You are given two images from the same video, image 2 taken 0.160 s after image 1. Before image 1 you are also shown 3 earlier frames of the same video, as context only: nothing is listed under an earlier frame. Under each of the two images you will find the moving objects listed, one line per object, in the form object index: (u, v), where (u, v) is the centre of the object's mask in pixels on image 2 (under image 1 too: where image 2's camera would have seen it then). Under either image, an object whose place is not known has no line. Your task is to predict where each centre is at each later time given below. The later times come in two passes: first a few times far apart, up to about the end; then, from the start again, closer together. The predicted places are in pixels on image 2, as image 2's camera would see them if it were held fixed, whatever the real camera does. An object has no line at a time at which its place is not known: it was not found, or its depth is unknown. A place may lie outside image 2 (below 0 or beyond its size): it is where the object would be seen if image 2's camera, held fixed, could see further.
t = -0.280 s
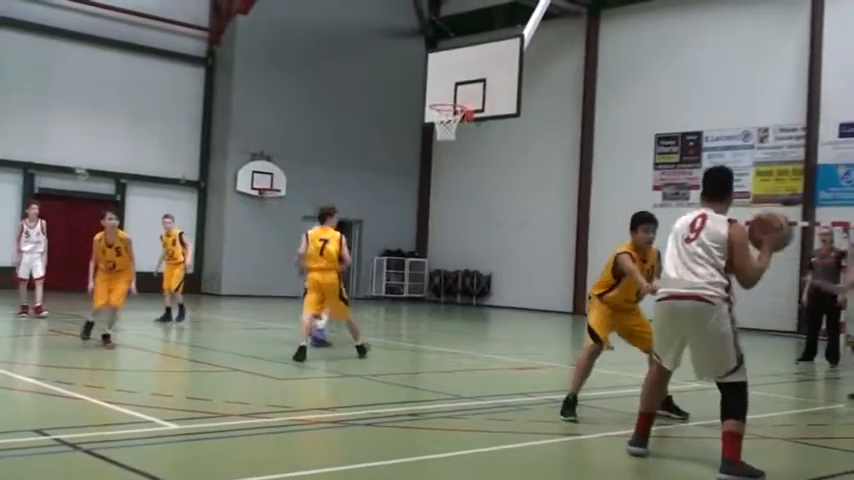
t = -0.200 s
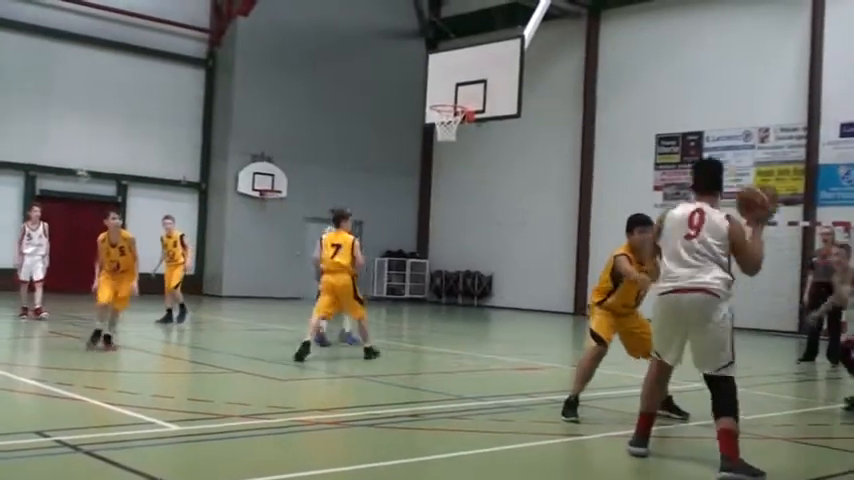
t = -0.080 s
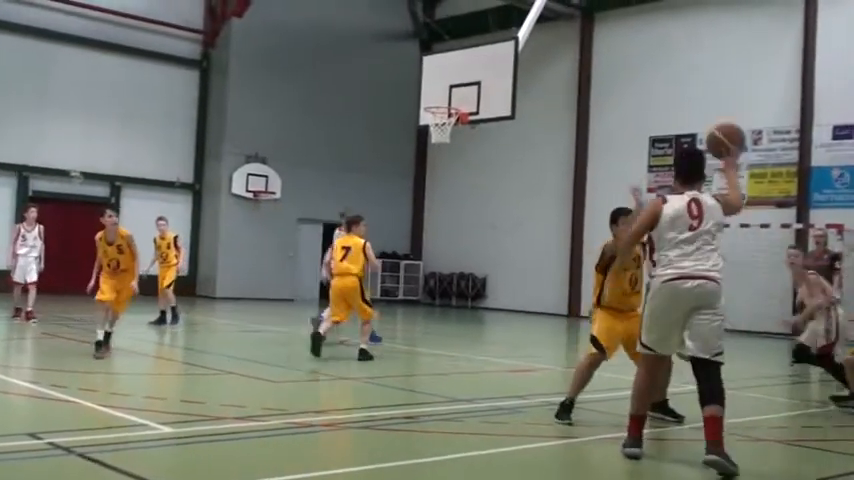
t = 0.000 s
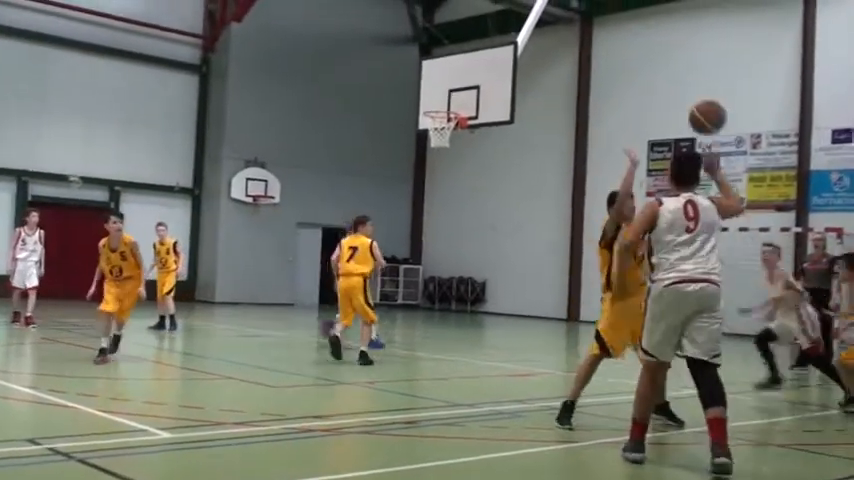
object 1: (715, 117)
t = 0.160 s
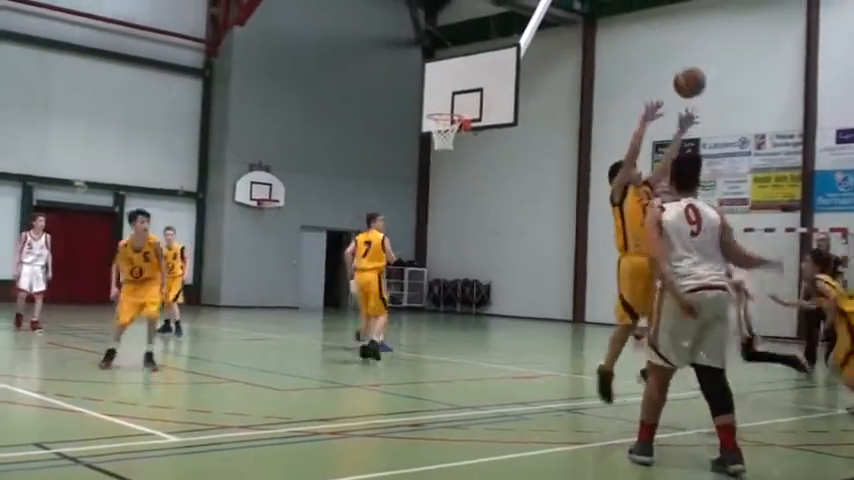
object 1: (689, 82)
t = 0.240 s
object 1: (687, 70)
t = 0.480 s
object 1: (668, 82)
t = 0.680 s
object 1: (654, 134)
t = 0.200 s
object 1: (689, 76)
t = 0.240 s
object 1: (687, 70)
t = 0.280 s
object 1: (683, 68)
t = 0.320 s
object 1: (679, 67)
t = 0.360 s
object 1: (676, 68)
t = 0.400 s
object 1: (673, 71)
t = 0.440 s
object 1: (671, 77)
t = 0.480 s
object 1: (668, 82)
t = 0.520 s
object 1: (664, 90)
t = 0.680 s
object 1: (654, 134)
